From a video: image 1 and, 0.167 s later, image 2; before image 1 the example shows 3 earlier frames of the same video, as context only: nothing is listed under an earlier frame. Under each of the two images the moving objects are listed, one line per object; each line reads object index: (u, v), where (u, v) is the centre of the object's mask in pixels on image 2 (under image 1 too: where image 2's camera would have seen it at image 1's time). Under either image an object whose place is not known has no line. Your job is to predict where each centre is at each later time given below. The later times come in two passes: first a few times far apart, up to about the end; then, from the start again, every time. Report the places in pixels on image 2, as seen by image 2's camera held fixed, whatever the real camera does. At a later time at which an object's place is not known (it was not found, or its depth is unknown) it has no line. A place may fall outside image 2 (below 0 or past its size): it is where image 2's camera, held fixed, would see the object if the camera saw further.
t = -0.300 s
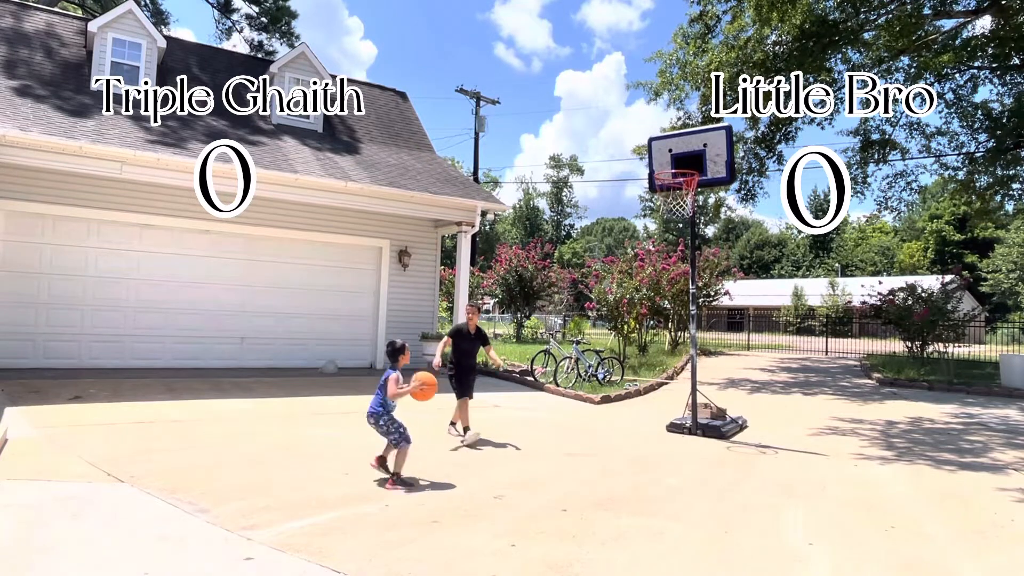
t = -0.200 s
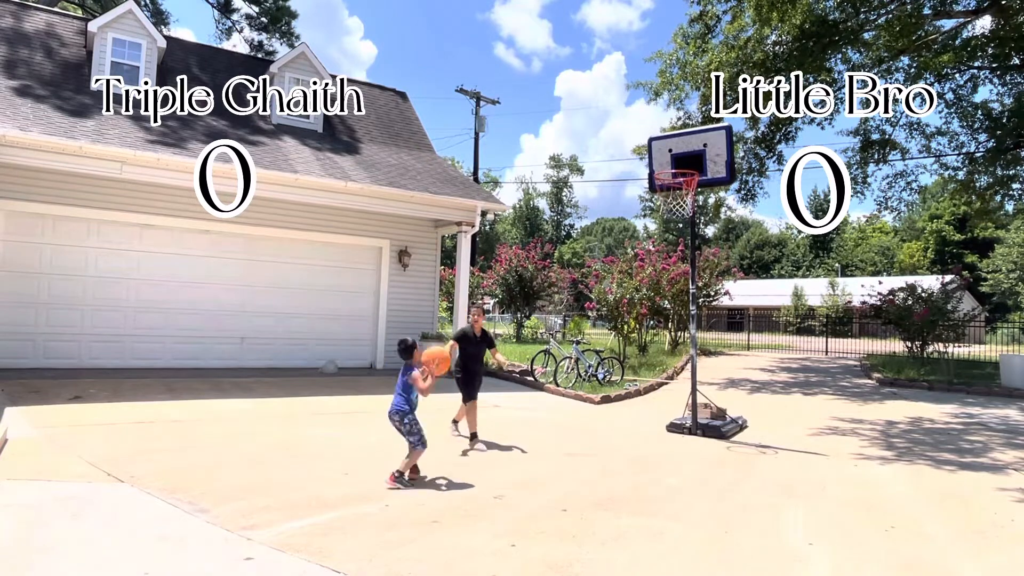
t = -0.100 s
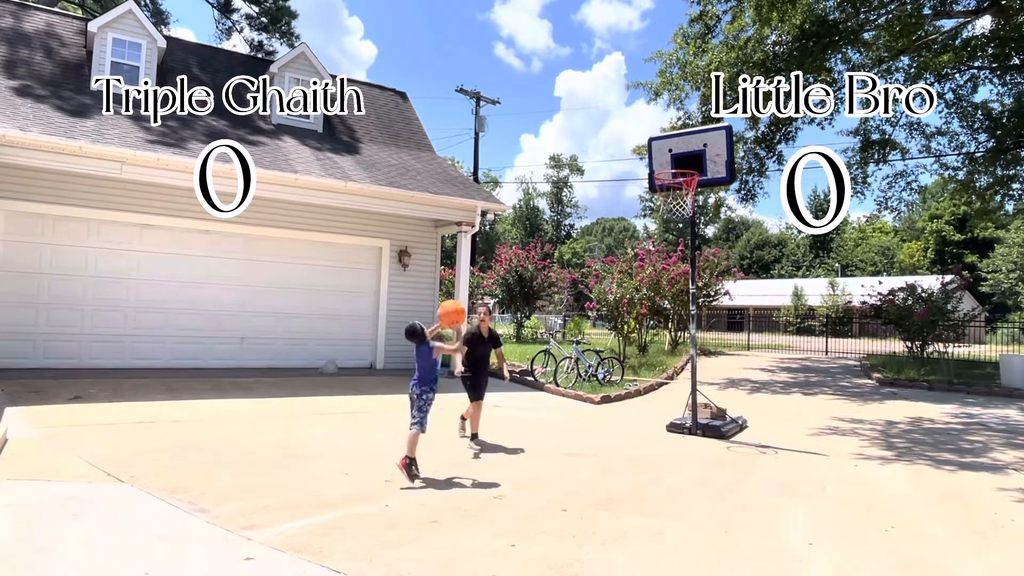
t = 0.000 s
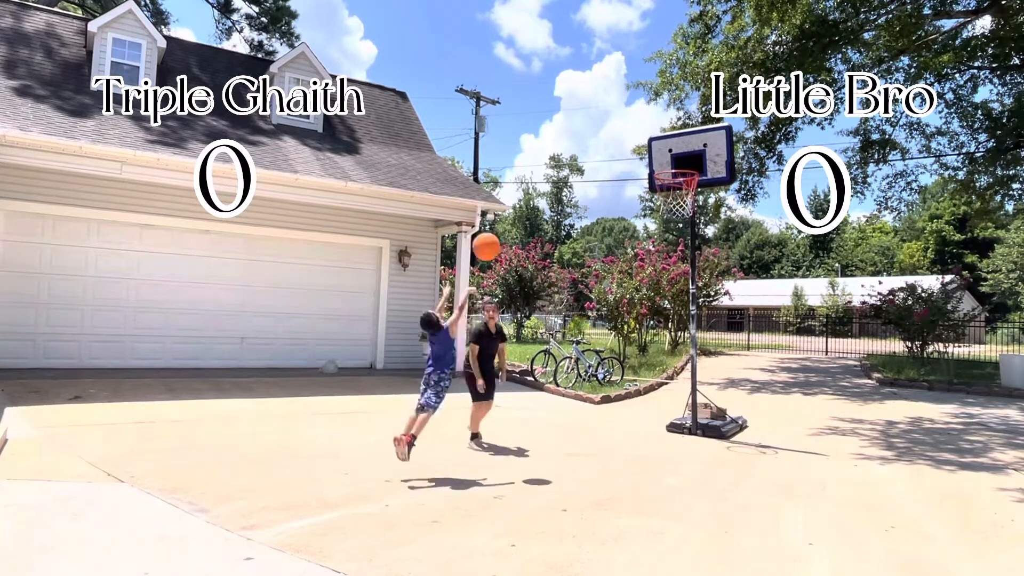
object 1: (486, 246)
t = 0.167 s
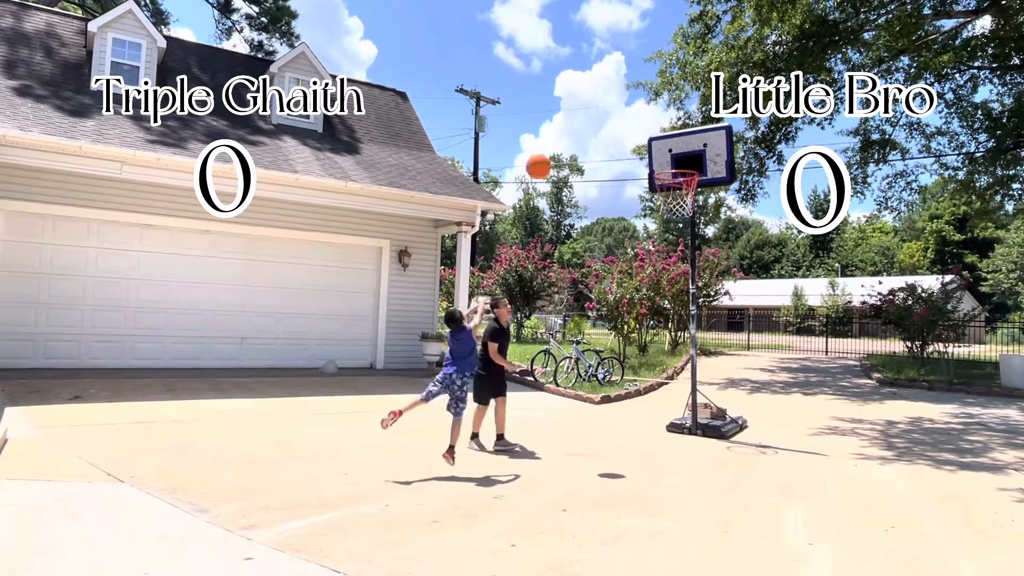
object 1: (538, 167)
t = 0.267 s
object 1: (565, 137)
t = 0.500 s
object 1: (617, 112)
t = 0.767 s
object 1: (665, 145)
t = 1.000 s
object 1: (672, 152)
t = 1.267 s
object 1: (651, 155)
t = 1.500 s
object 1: (630, 212)
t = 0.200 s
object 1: (548, 155)
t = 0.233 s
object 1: (556, 145)
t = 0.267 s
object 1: (565, 137)
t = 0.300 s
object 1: (573, 130)
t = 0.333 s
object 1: (581, 124)
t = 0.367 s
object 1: (589, 119)
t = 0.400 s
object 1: (596, 116)
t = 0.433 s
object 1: (603, 114)
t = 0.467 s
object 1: (610, 112)
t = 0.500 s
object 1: (617, 112)
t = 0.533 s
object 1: (624, 113)
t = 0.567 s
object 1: (630, 115)
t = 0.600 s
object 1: (636, 118)
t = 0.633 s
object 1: (643, 121)
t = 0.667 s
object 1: (649, 126)
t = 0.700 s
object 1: (654, 131)
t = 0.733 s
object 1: (660, 137)
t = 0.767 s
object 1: (665, 145)
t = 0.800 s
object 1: (671, 152)
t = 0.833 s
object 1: (676, 160)
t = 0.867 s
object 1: (680, 169)
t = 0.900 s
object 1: (678, 166)
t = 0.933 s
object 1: (676, 160)
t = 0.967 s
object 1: (674, 156)
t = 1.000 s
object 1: (672, 152)
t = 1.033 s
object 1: (669, 149)
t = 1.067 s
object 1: (667, 147)
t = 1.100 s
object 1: (665, 146)
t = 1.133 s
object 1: (662, 146)
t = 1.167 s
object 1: (659, 147)
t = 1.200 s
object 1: (657, 148)
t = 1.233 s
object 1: (654, 151)
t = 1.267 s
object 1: (651, 155)
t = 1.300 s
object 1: (649, 160)
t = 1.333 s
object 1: (646, 165)
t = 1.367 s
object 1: (643, 172)
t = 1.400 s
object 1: (639, 180)
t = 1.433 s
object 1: (636, 190)
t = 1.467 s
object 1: (633, 200)
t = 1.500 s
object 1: (630, 212)
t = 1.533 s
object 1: (626, 225)
